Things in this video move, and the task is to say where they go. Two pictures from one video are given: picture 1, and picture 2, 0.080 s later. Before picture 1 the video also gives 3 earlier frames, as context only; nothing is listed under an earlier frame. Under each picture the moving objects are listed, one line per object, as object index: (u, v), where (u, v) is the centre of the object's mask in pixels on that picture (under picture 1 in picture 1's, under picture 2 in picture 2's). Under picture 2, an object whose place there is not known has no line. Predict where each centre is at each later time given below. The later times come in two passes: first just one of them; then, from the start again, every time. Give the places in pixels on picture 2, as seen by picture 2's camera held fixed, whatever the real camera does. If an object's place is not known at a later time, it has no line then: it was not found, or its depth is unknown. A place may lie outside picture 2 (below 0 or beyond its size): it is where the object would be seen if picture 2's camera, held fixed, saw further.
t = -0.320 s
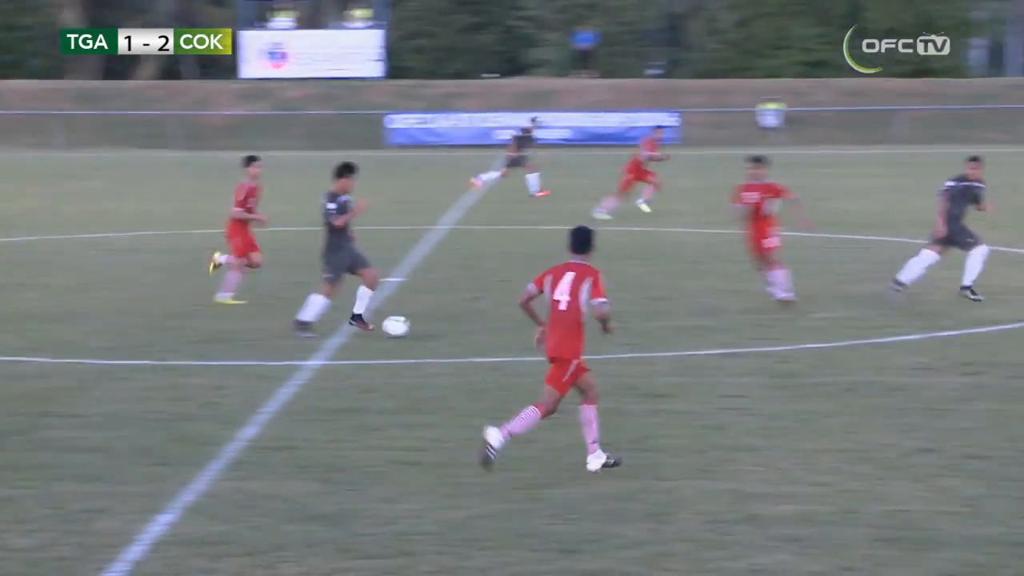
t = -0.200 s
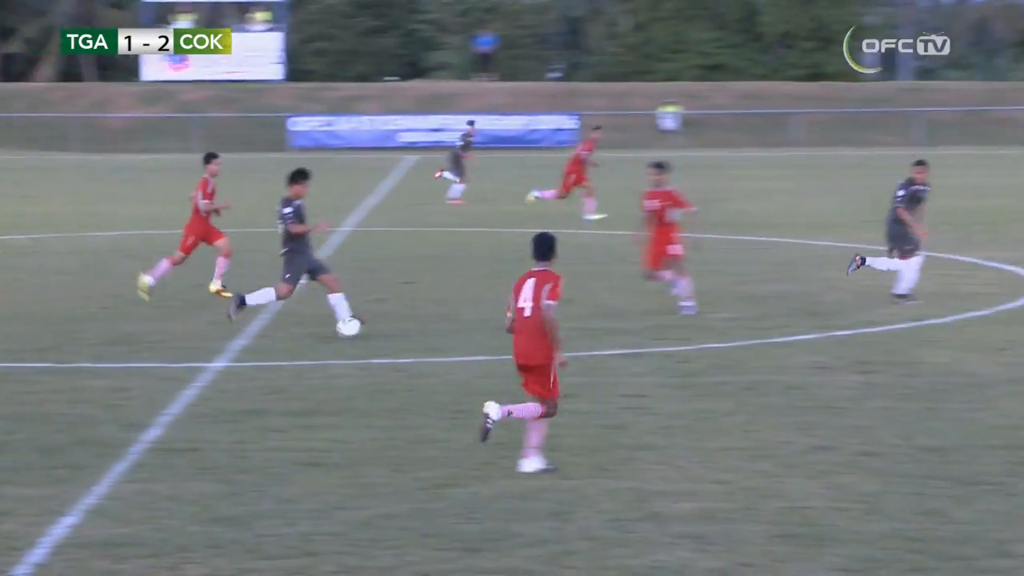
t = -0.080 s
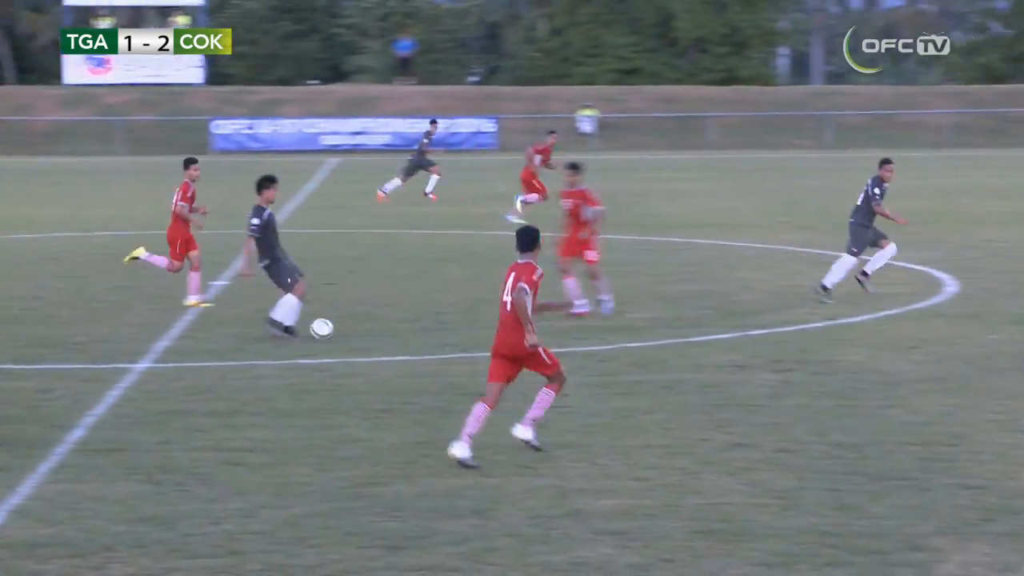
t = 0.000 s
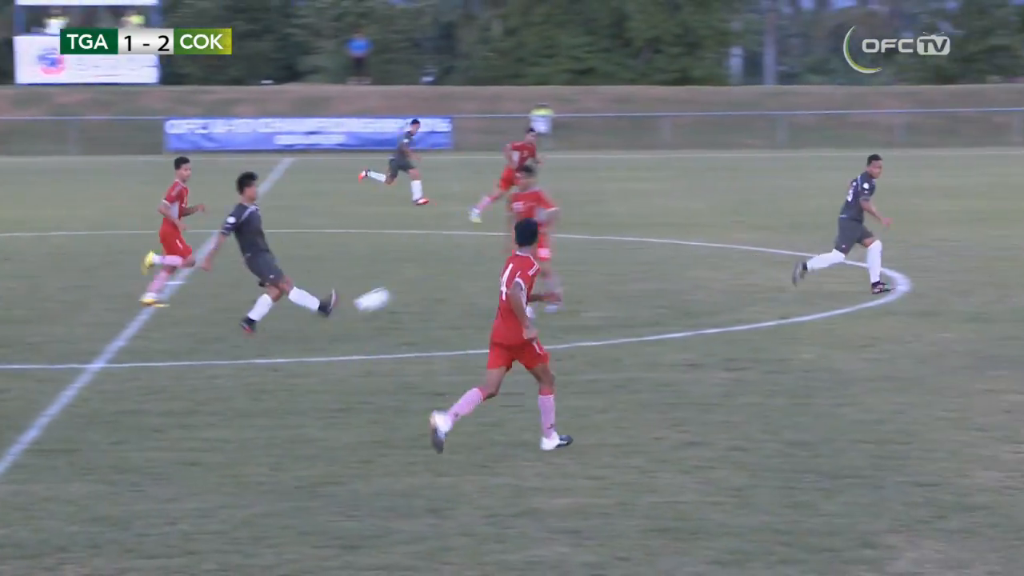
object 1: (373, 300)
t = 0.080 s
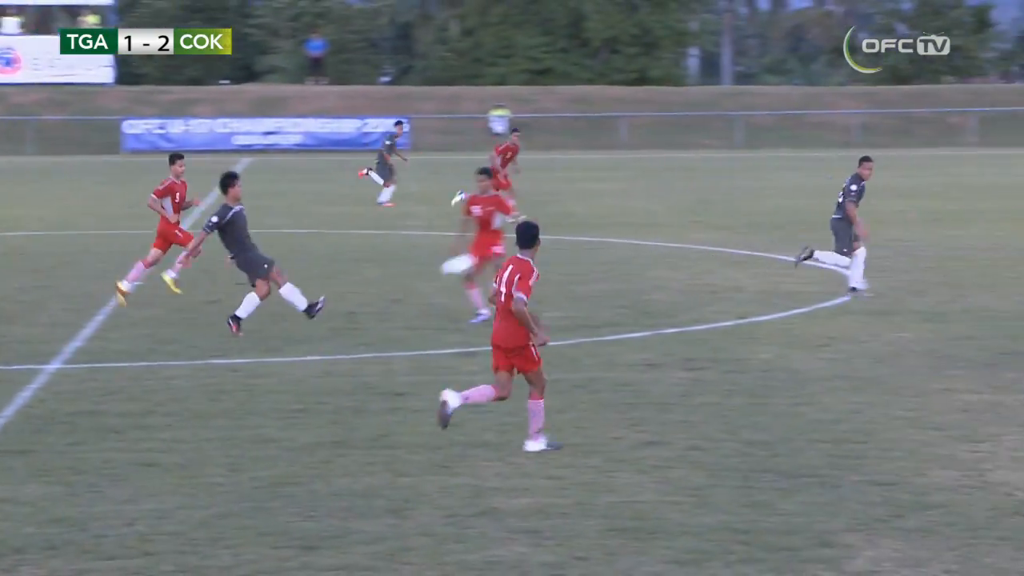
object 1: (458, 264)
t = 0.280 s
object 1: (751, 201)
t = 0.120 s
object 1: (520, 249)
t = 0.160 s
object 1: (588, 233)
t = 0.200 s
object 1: (639, 222)
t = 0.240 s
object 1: (695, 211)
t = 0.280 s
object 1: (751, 201)
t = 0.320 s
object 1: (806, 193)
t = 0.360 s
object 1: (858, 185)
